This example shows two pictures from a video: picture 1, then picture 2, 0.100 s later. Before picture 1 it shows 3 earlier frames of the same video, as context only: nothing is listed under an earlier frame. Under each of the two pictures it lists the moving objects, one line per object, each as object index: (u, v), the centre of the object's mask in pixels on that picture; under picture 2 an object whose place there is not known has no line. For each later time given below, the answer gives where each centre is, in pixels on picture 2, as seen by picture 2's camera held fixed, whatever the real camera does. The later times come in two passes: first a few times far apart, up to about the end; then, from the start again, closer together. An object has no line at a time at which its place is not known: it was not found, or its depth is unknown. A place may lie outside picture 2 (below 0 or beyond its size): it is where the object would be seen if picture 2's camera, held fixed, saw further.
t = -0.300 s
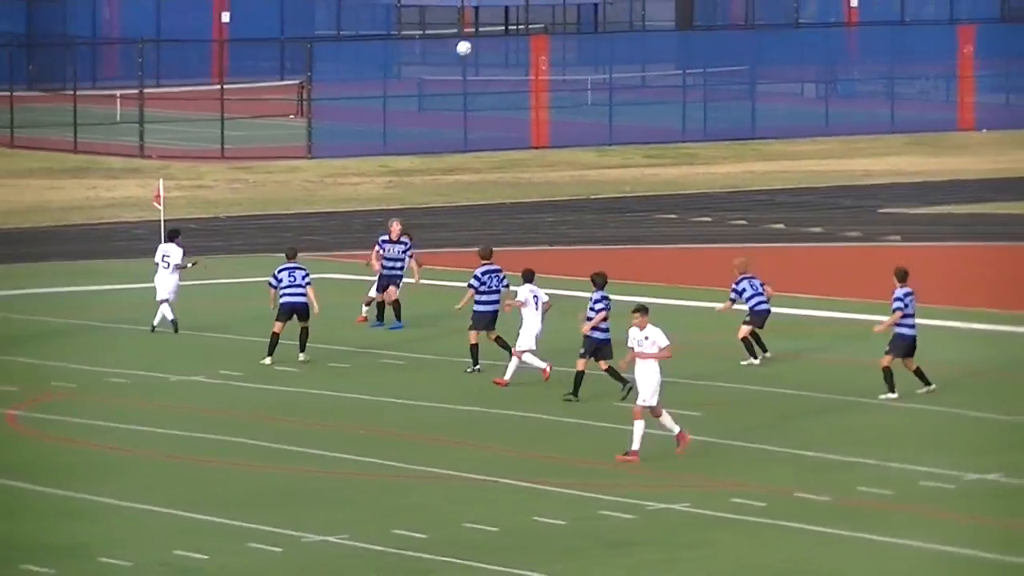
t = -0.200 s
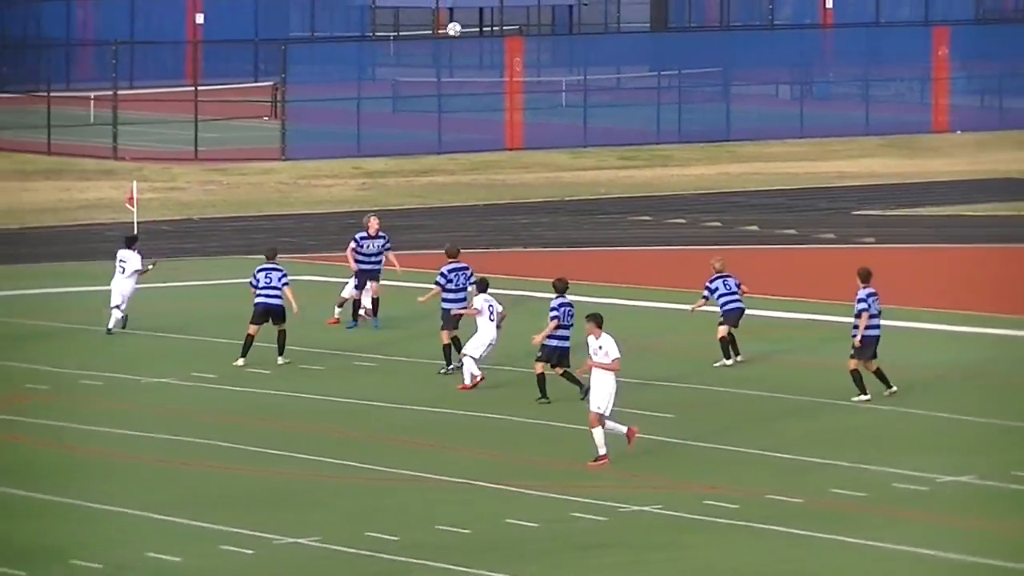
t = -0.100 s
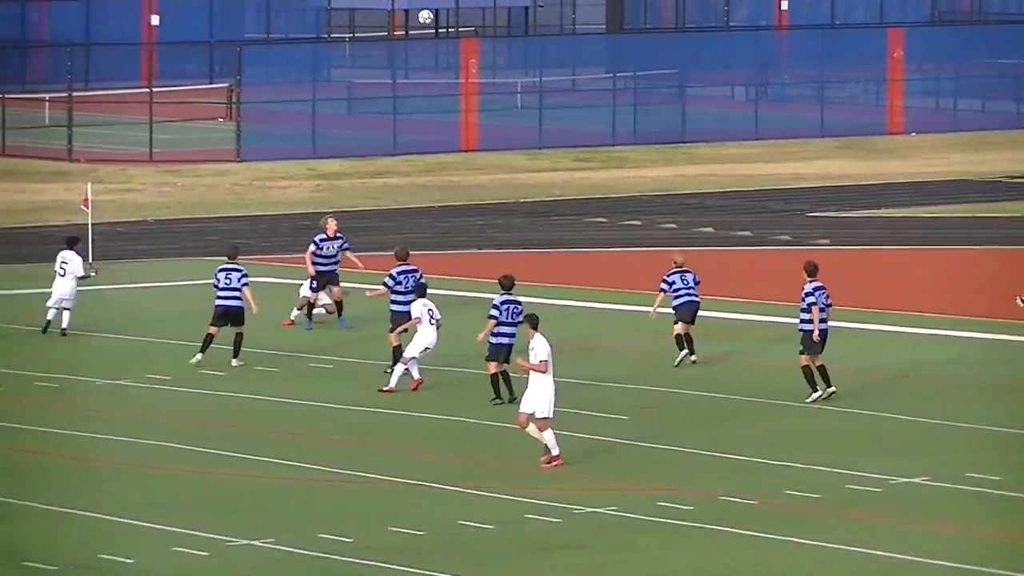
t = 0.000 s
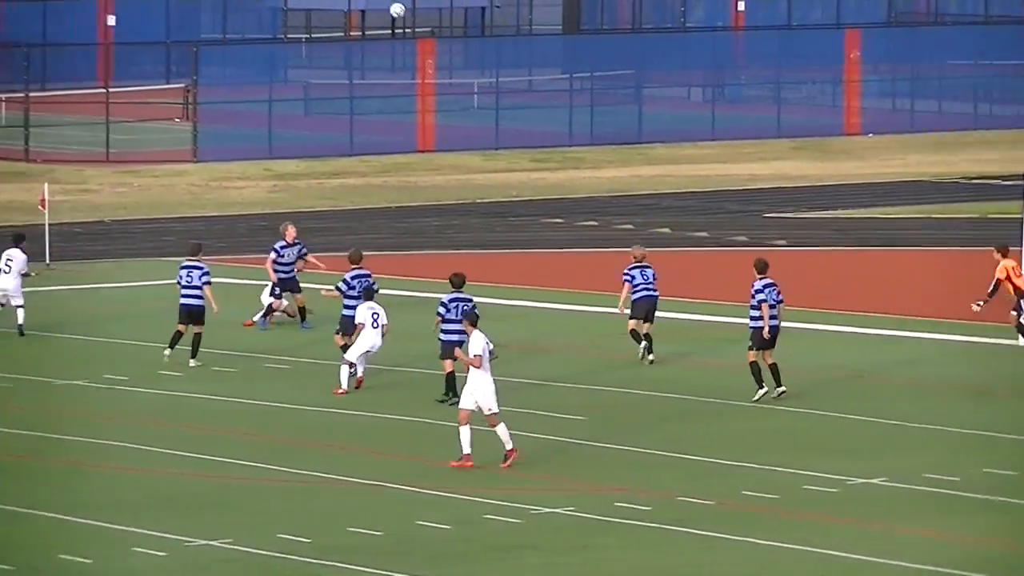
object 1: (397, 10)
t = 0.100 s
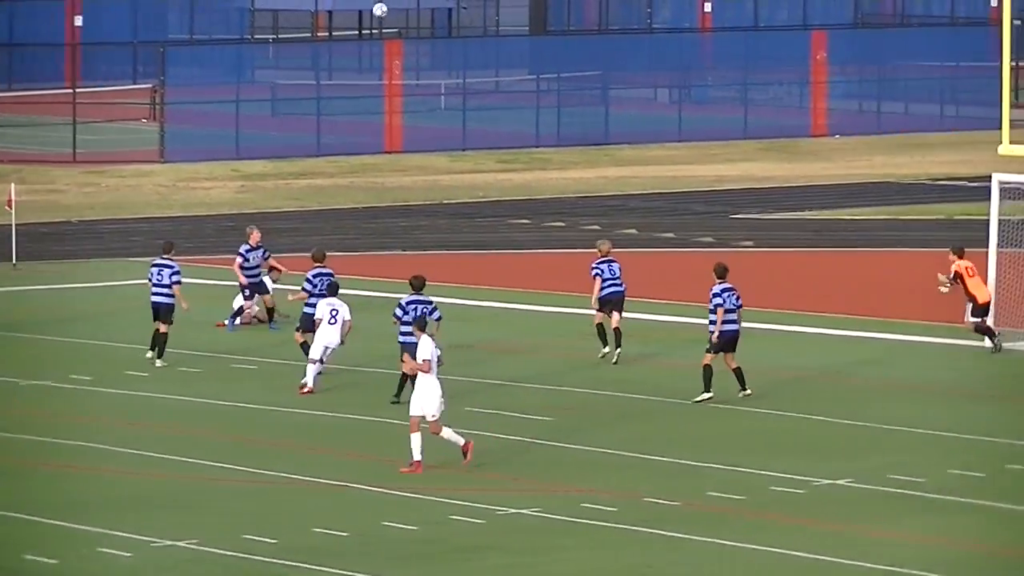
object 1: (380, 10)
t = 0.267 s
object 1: (406, 23)
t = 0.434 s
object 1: (431, 52)
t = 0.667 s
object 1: (465, 123)
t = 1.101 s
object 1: (509, 315)
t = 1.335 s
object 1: (534, 232)
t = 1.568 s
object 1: (555, 184)
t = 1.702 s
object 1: (565, 172)
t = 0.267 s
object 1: (406, 23)
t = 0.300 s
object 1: (412, 27)
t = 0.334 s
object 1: (417, 32)
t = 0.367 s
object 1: (421, 38)
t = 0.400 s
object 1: (426, 45)
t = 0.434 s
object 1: (431, 52)
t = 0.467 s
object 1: (436, 60)
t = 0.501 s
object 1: (441, 69)
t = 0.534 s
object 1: (446, 78)
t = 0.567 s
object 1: (450, 89)
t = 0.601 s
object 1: (455, 100)
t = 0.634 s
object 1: (460, 111)
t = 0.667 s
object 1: (465, 123)
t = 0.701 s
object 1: (469, 136)
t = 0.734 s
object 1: (474, 149)
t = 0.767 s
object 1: (479, 164)
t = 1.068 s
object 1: (505, 322)
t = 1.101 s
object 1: (509, 315)
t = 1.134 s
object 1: (513, 301)
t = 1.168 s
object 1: (517, 287)
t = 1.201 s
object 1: (520, 275)
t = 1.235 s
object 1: (524, 264)
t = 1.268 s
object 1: (527, 252)
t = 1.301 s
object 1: (531, 242)
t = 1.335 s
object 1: (534, 232)
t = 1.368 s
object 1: (538, 223)
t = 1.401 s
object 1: (541, 215)
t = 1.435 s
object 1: (544, 207)
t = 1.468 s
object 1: (547, 200)
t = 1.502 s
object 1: (549, 194)
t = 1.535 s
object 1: (552, 188)
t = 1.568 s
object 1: (555, 184)
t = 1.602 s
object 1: (557, 180)
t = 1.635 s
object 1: (560, 177)
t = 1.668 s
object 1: (563, 174)
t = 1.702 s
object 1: (565, 172)
